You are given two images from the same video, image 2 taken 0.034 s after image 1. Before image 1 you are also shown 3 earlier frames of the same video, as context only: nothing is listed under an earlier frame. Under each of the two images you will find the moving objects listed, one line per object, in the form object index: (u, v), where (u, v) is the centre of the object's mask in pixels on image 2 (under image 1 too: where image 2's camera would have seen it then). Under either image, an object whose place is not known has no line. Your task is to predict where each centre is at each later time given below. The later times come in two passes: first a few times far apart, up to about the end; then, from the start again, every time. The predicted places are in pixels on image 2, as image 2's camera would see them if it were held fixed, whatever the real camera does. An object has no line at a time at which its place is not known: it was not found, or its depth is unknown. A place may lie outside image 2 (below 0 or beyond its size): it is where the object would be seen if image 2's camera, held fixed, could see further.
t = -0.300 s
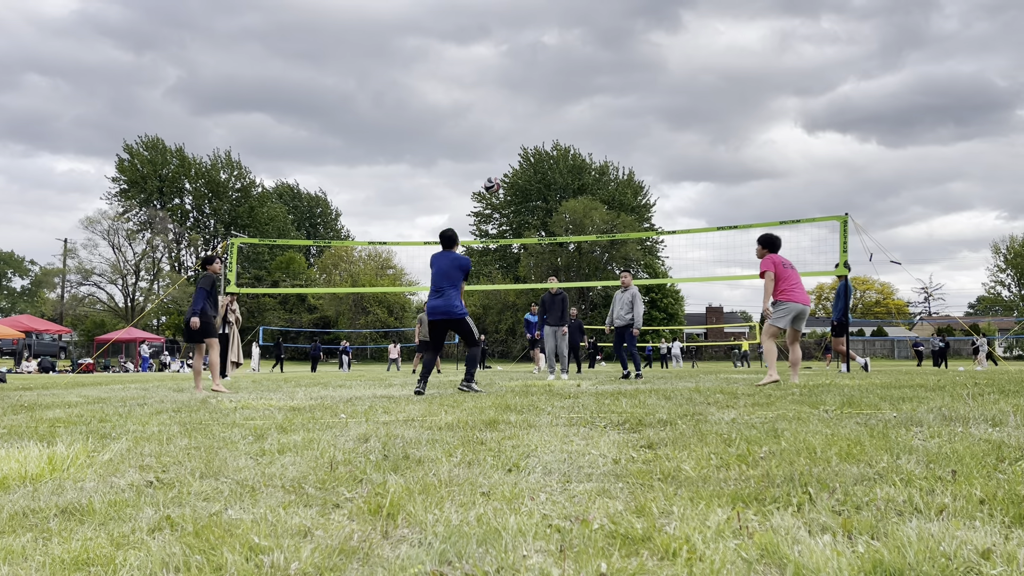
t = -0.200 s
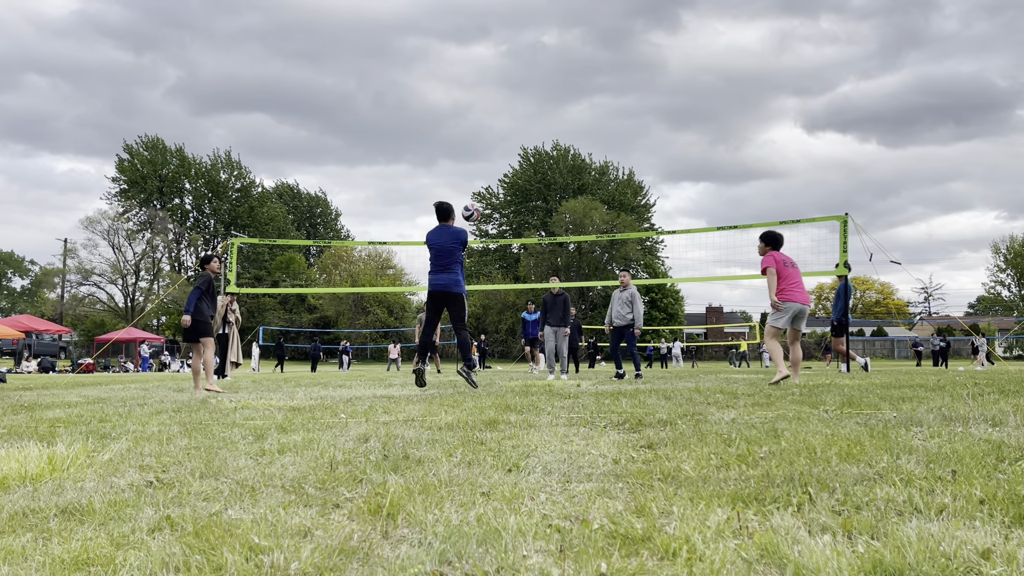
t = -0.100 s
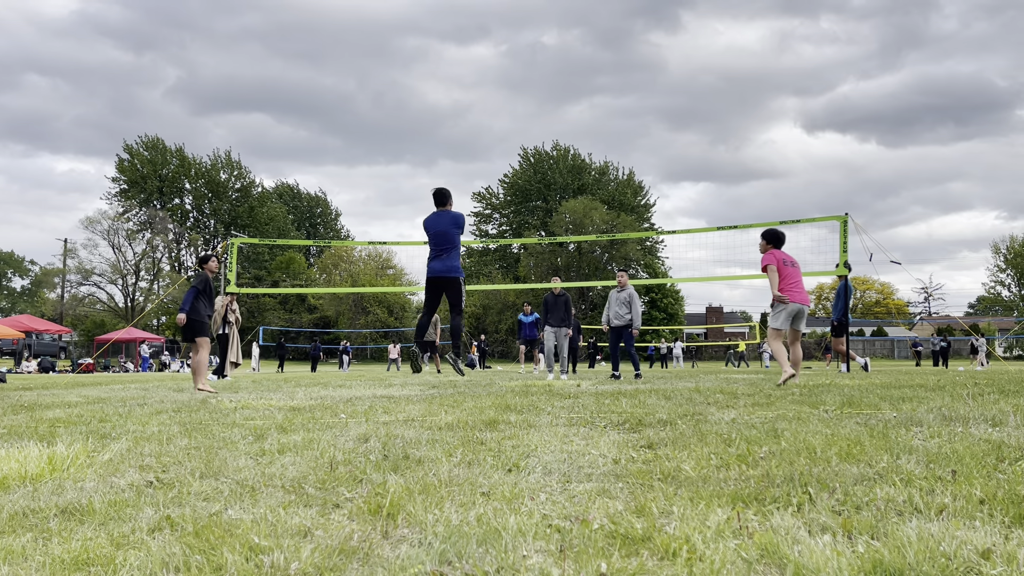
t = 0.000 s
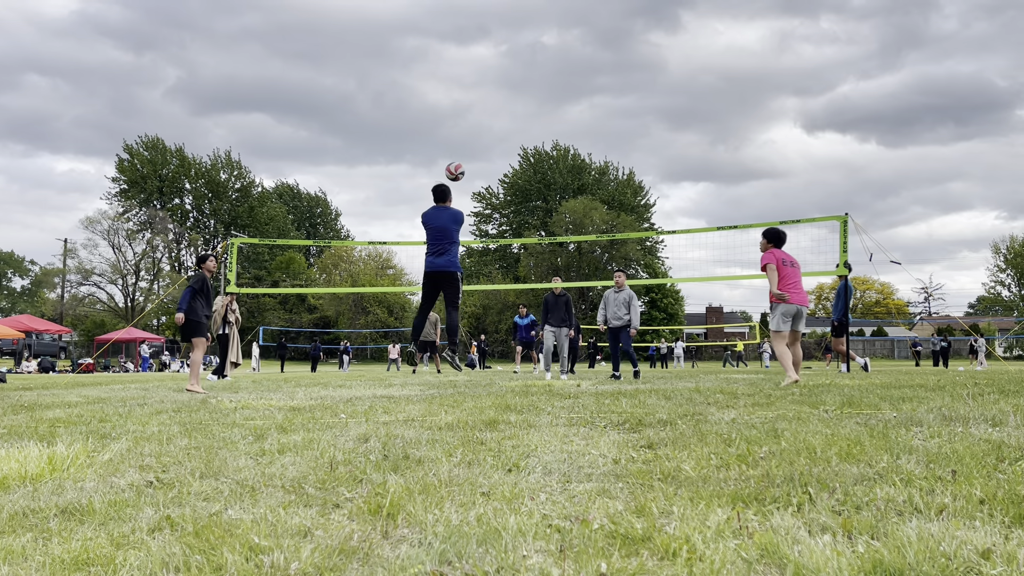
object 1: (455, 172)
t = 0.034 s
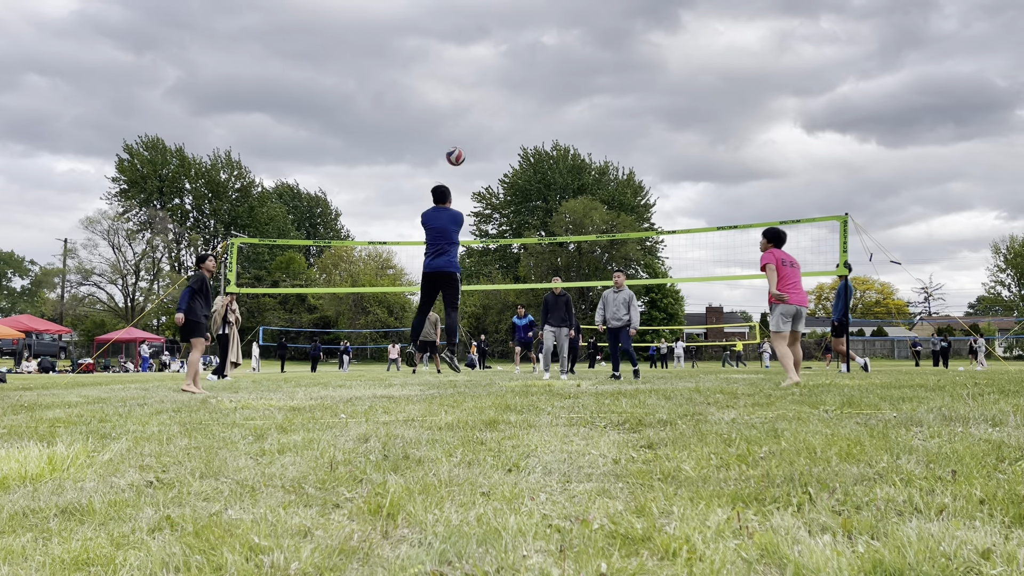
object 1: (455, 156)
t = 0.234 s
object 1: (459, 89)
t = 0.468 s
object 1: (461, 61)
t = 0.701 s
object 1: (462, 77)
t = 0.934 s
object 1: (461, 129)
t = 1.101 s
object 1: (459, 185)
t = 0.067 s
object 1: (456, 142)
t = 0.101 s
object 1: (457, 129)
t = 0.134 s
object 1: (457, 117)
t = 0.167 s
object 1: (458, 107)
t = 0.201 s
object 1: (458, 98)
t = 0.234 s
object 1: (459, 89)
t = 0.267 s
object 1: (459, 82)
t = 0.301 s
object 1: (459, 76)
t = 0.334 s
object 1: (460, 72)
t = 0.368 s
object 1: (460, 68)
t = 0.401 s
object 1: (460, 65)
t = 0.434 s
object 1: (461, 62)
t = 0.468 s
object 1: (461, 61)
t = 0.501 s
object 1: (461, 61)
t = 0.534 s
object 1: (461, 62)
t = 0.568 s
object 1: (462, 63)
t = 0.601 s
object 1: (462, 65)
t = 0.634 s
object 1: (462, 68)
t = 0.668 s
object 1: (462, 72)
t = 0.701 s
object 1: (462, 77)
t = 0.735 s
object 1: (462, 82)
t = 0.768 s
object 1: (462, 88)
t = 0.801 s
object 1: (462, 95)
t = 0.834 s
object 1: (461, 102)
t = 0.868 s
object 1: (461, 110)
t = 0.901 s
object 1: (461, 119)
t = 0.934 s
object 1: (461, 129)
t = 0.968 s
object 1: (460, 138)
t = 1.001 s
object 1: (460, 149)
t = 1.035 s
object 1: (460, 161)
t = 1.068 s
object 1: (460, 172)
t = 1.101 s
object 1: (459, 185)
